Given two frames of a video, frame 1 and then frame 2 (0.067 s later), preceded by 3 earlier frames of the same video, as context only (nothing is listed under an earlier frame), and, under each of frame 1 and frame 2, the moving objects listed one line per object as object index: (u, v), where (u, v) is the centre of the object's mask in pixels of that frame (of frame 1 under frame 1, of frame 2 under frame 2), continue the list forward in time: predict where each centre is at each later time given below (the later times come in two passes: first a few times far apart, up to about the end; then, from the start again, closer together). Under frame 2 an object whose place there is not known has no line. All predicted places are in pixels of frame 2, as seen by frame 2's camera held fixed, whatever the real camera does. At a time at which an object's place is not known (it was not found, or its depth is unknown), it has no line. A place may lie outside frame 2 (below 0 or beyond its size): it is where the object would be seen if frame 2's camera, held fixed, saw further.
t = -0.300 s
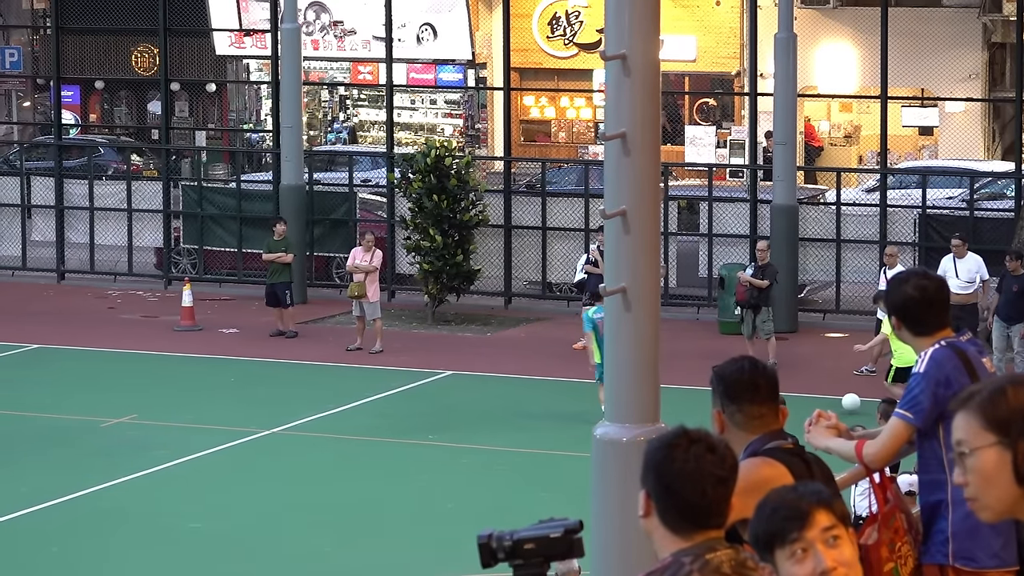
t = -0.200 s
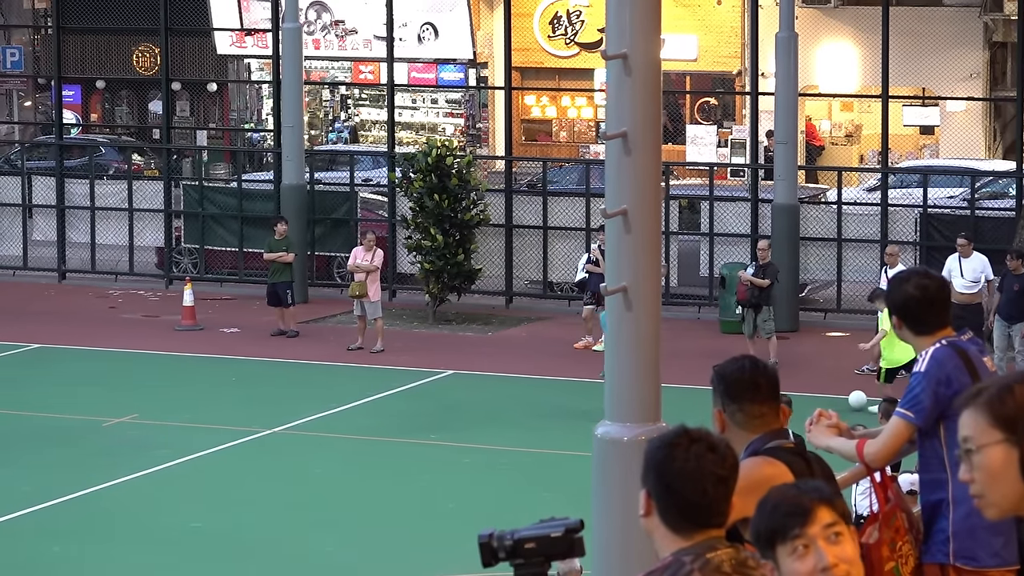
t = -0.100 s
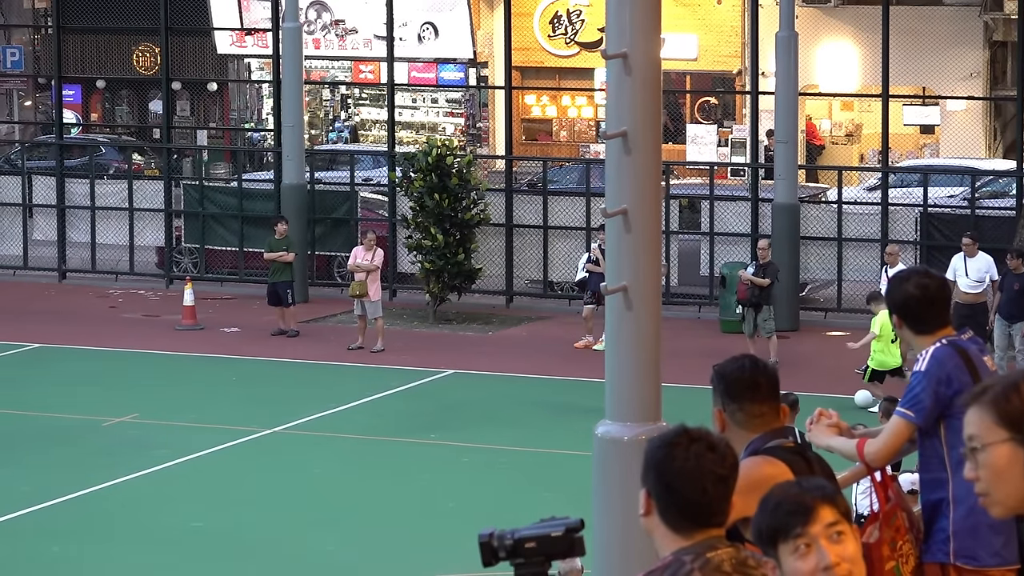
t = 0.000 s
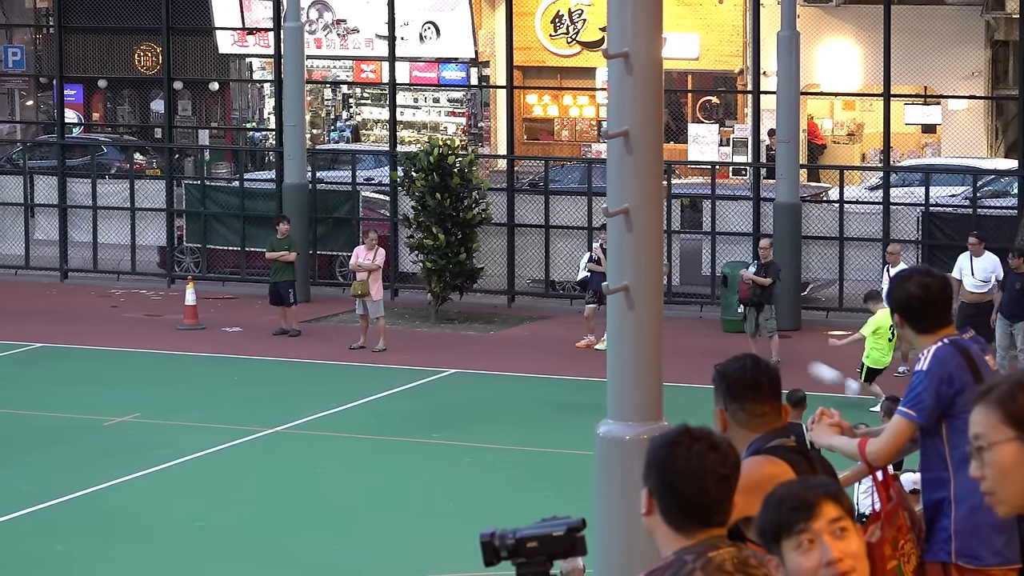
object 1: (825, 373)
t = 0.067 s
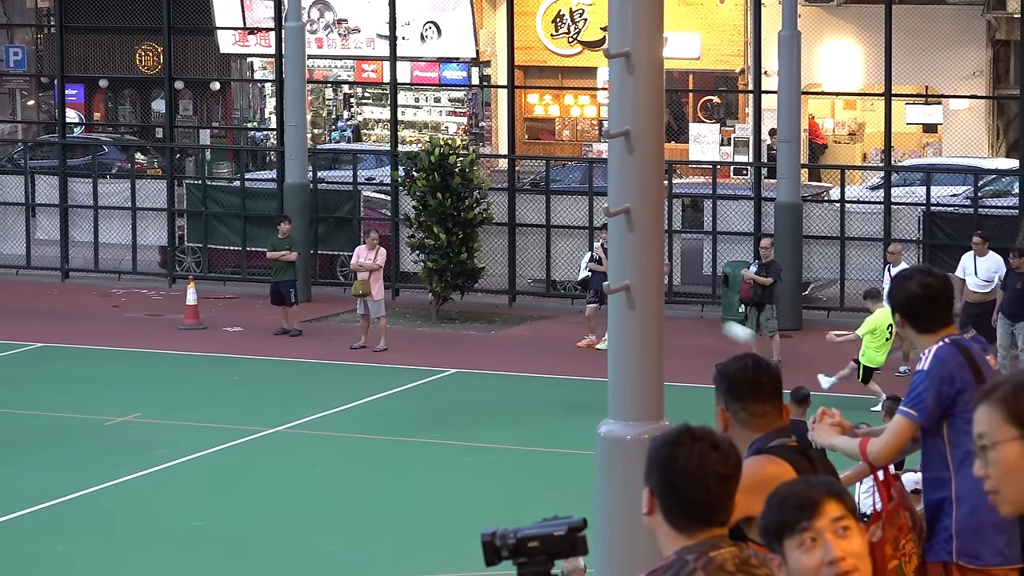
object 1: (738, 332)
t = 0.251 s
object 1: (509, 242)
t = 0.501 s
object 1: (208, 159)
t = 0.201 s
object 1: (568, 263)
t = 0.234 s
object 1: (528, 248)
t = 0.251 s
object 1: (509, 242)
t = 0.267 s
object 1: (487, 234)
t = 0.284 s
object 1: (467, 227)
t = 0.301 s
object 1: (448, 221)
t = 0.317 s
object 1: (428, 215)
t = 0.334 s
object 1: (408, 209)
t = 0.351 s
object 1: (388, 204)
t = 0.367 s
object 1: (367, 197)
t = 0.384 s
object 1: (347, 192)
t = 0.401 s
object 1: (327, 187)
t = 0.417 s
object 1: (307, 181)
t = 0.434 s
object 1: (287, 177)
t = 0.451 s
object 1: (268, 172)
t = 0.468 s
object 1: (247, 167)
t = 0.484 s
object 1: (228, 164)
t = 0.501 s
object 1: (208, 159)
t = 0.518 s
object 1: (188, 156)
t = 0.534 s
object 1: (168, 152)
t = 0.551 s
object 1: (148, 148)
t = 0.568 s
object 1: (129, 145)
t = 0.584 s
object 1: (109, 141)
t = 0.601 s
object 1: (89, 139)
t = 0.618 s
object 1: (69, 136)
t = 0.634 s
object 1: (49, 133)
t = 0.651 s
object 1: (28, 131)
